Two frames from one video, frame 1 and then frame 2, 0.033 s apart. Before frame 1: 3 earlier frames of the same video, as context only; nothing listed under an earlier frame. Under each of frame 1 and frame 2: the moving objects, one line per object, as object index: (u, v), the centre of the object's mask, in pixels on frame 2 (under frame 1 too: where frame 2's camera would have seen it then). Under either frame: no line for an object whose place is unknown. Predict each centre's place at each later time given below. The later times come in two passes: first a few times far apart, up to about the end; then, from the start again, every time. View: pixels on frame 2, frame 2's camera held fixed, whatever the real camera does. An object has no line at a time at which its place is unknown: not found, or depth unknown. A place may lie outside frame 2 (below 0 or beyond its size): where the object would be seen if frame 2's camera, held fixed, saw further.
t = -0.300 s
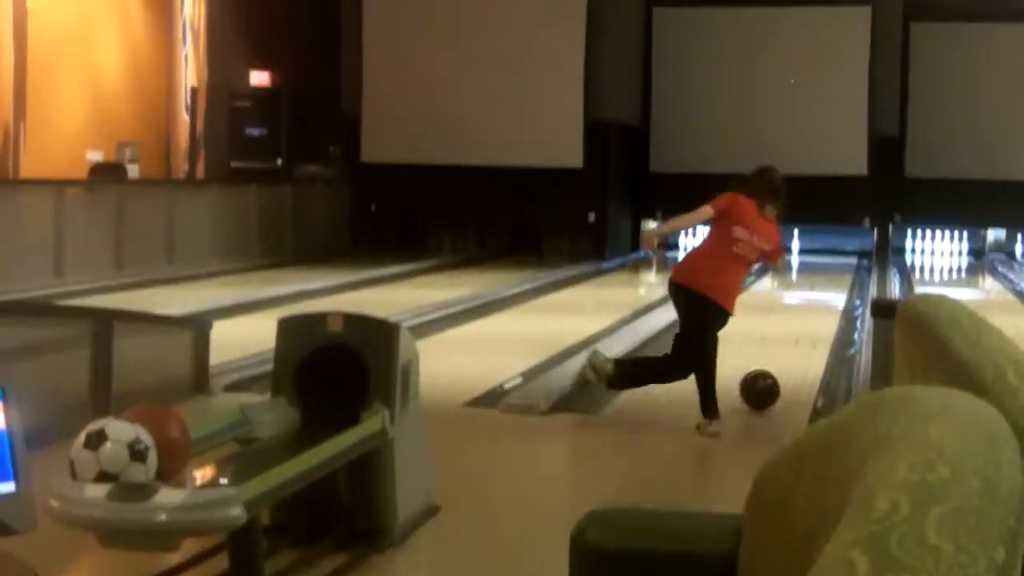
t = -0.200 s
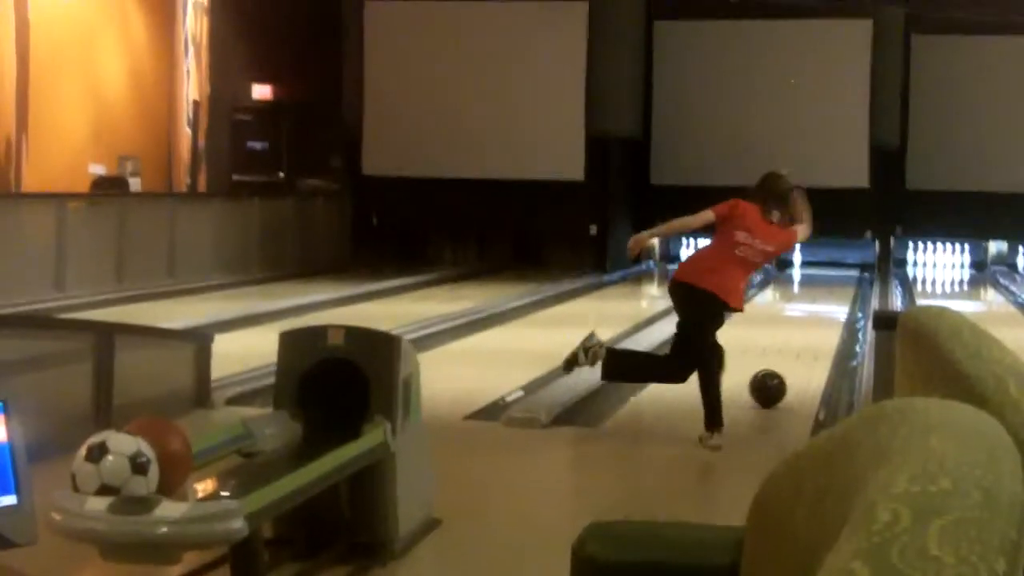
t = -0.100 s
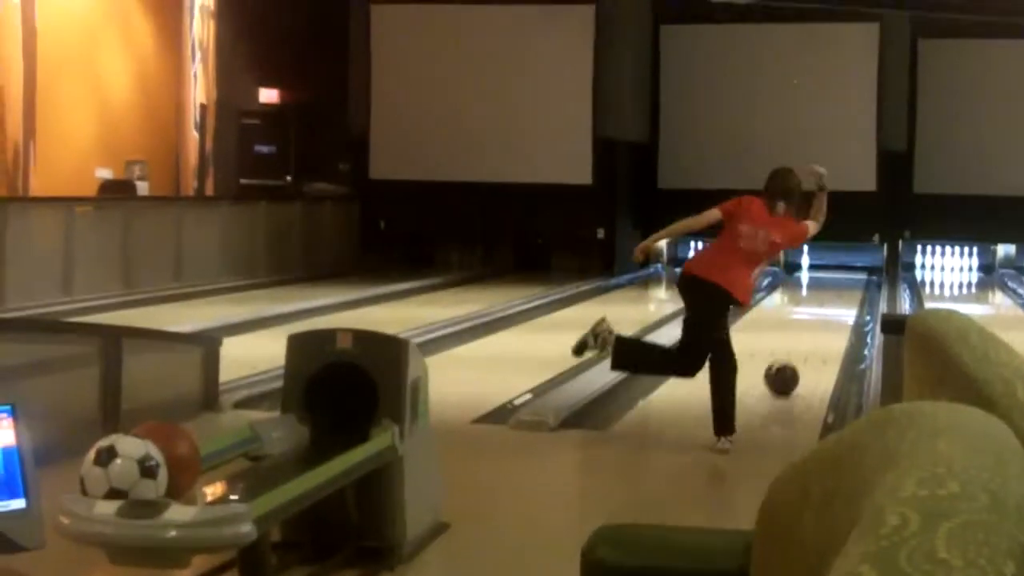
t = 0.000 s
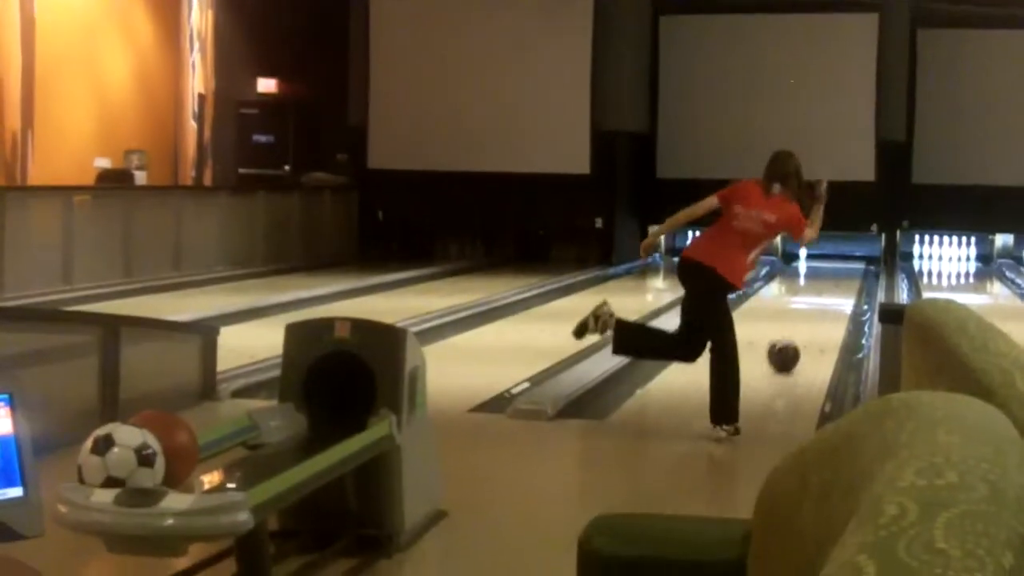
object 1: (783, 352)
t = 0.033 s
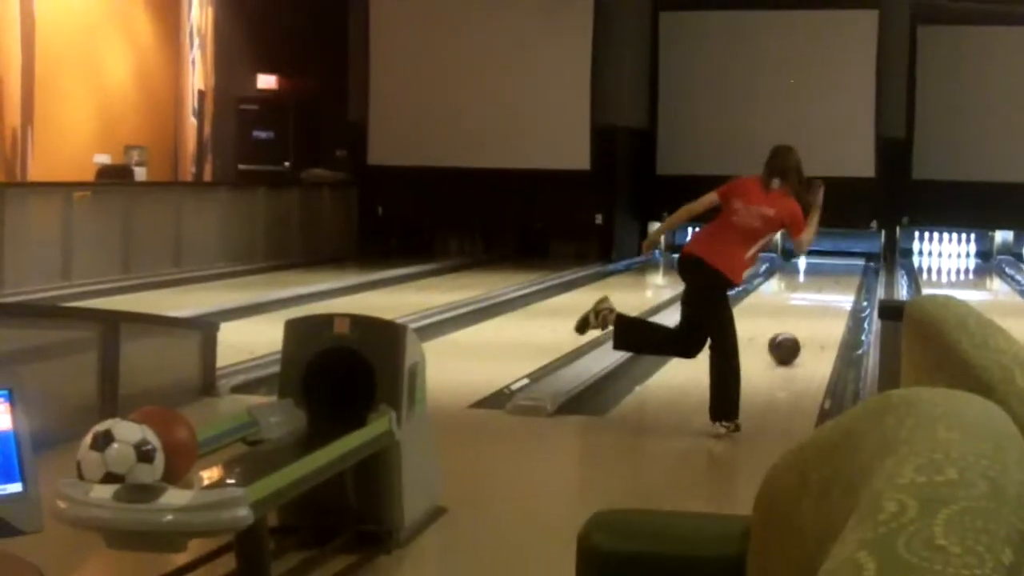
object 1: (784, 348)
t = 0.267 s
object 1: (791, 327)
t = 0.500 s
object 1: (797, 311)
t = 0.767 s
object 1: (801, 296)
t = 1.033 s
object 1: (804, 284)
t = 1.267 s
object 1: (806, 276)
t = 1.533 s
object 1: (806, 268)
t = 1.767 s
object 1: (804, 263)
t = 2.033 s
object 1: (800, 257)
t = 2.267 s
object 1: (795, 253)
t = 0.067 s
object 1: (785, 345)
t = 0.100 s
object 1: (786, 342)
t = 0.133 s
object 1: (787, 339)
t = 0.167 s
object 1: (788, 336)
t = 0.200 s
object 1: (789, 333)
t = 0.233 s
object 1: (790, 330)
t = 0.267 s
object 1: (791, 327)
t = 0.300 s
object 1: (792, 325)
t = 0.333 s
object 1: (793, 322)
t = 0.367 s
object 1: (794, 319)
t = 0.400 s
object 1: (794, 316)
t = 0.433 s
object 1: (795, 315)
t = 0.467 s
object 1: (796, 313)
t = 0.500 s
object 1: (797, 311)
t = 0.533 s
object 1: (797, 309)
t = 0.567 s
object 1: (798, 307)
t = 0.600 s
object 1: (798, 305)
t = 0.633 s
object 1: (799, 303)
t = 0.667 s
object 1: (799, 302)
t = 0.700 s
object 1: (800, 300)
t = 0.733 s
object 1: (800, 298)
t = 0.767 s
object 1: (801, 296)
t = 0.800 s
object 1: (801, 295)
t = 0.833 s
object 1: (802, 293)
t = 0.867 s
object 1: (802, 291)
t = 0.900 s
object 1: (803, 290)
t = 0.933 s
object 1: (803, 289)
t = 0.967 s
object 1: (803, 287)
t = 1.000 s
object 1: (803, 286)
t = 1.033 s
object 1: (804, 284)
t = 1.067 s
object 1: (804, 283)
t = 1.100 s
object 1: (805, 282)
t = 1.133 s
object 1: (805, 281)
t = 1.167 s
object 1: (805, 280)
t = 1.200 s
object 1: (805, 279)
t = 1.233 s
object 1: (806, 278)
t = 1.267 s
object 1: (806, 276)
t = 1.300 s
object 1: (806, 275)
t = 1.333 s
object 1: (806, 274)
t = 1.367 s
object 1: (806, 274)
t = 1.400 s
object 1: (807, 275)
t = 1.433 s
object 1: (810, 270)
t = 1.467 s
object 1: (807, 270)
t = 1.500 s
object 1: (806, 269)
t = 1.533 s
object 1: (806, 268)
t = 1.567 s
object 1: (806, 267)
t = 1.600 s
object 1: (805, 267)
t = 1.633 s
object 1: (805, 266)
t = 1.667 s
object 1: (805, 265)
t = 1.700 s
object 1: (805, 264)
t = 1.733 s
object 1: (804, 263)
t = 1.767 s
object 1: (804, 263)
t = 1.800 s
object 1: (803, 261)
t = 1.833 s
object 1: (803, 260)
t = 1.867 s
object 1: (802, 260)
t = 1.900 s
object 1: (802, 260)
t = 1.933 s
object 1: (801, 259)
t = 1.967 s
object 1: (801, 258)
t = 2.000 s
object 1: (800, 258)
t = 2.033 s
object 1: (800, 257)
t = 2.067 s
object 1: (799, 257)
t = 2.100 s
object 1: (799, 256)
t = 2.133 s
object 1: (797, 255)
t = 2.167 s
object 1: (797, 255)
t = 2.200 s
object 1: (796, 254)
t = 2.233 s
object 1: (795, 254)
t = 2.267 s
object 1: (795, 253)
